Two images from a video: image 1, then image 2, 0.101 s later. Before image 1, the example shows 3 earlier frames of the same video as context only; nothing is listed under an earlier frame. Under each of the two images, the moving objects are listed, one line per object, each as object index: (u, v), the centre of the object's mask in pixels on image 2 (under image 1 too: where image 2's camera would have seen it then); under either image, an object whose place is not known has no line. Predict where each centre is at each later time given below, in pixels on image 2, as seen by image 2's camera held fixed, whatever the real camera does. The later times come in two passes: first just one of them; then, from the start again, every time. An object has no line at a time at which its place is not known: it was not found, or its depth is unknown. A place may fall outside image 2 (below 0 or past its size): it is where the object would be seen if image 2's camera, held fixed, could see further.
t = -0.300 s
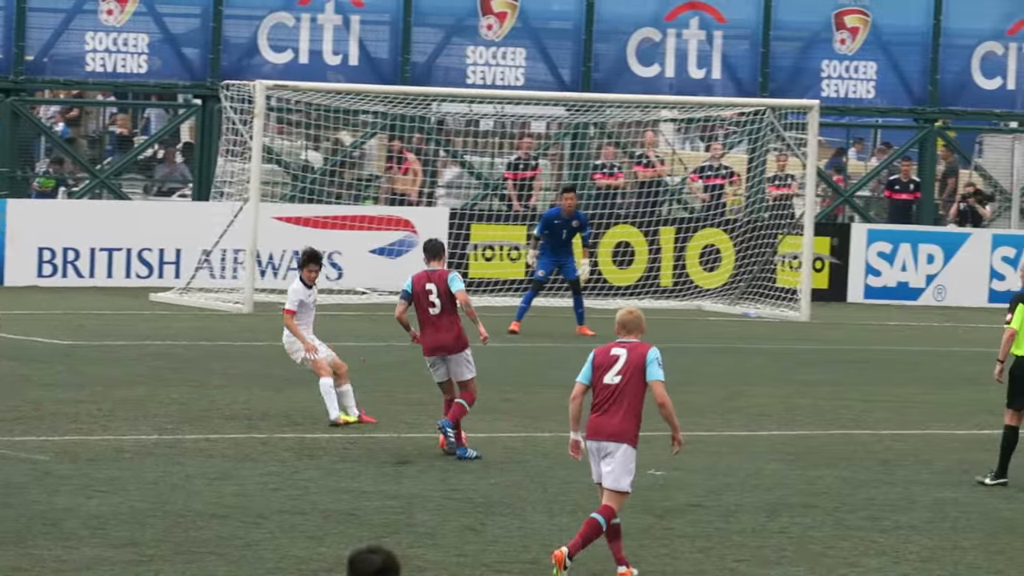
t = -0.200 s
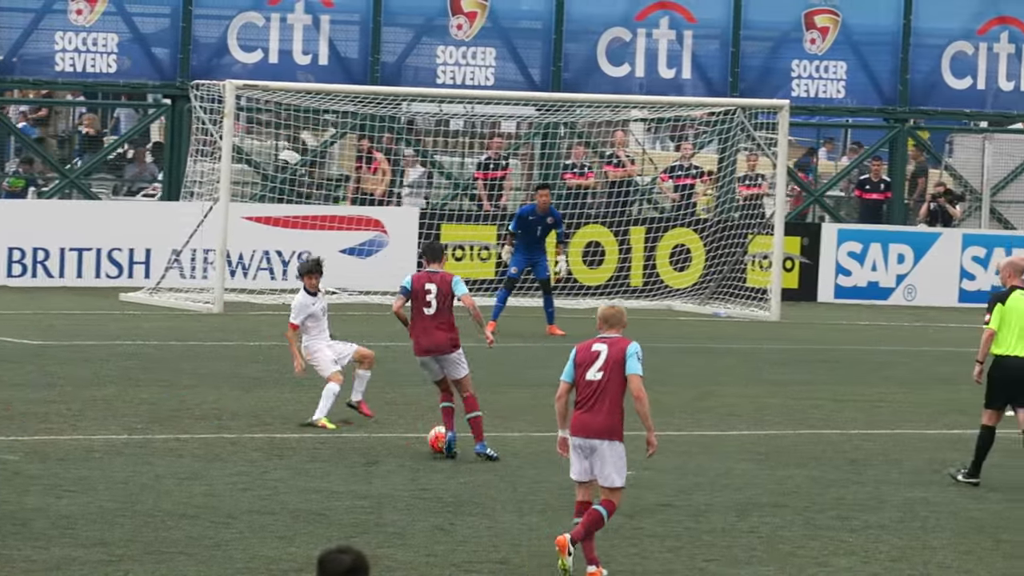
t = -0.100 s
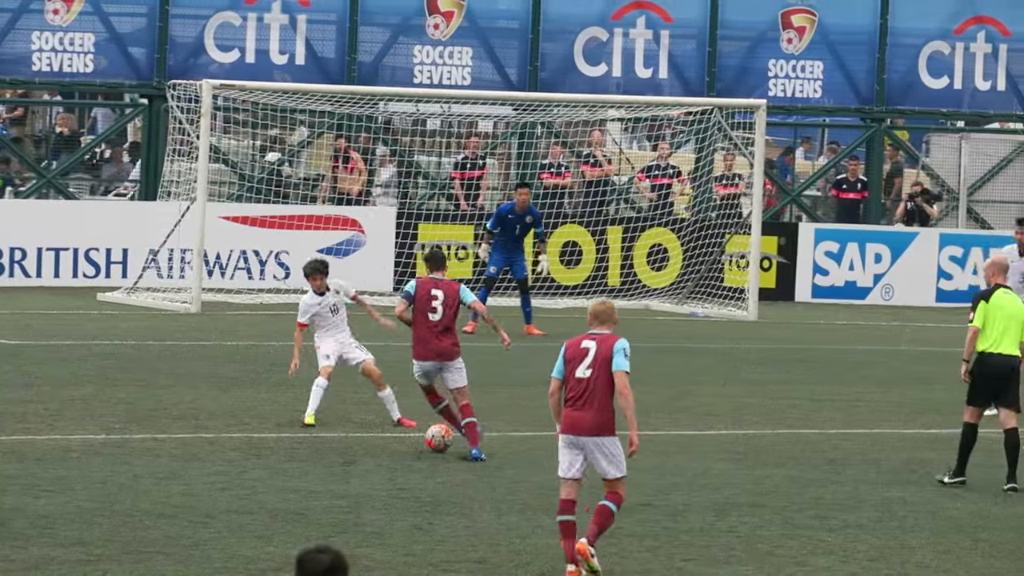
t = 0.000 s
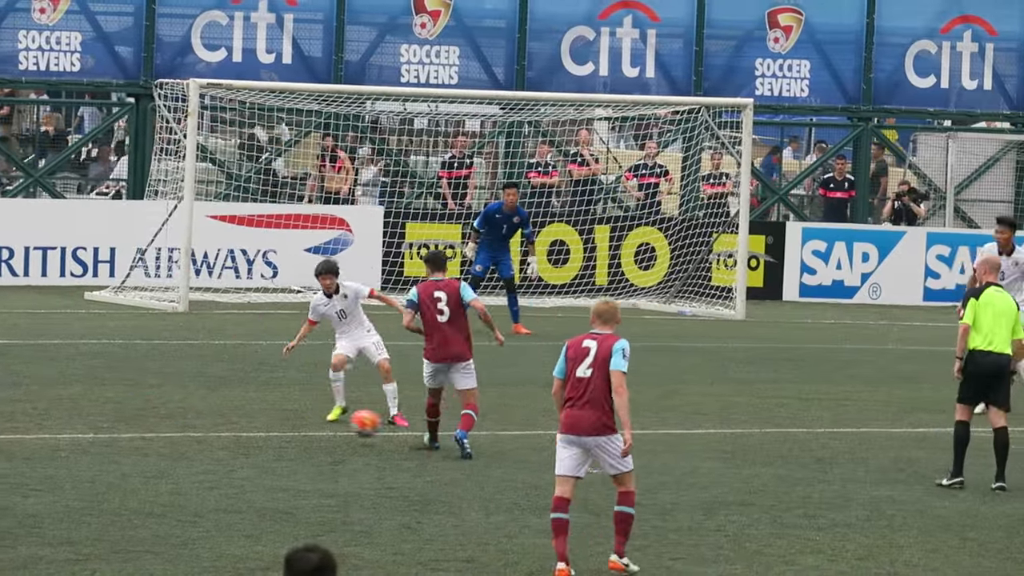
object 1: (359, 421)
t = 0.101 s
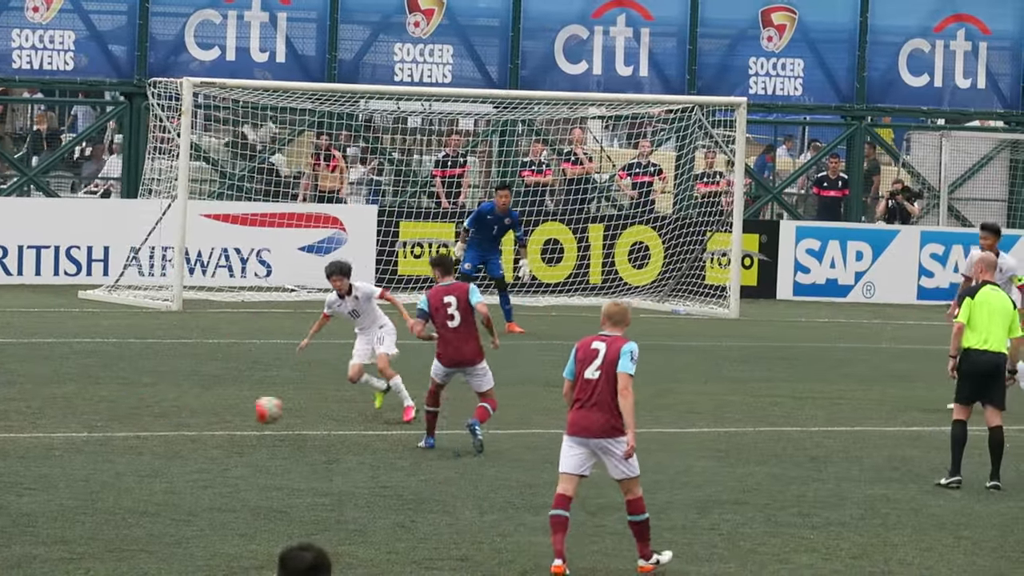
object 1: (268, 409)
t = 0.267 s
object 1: (129, 406)
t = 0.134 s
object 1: (238, 409)
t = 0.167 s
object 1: (208, 409)
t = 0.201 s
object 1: (179, 412)
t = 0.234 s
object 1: (153, 412)
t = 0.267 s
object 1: (129, 406)
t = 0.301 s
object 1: (108, 403)
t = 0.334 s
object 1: (85, 401)
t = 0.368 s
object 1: (62, 400)
